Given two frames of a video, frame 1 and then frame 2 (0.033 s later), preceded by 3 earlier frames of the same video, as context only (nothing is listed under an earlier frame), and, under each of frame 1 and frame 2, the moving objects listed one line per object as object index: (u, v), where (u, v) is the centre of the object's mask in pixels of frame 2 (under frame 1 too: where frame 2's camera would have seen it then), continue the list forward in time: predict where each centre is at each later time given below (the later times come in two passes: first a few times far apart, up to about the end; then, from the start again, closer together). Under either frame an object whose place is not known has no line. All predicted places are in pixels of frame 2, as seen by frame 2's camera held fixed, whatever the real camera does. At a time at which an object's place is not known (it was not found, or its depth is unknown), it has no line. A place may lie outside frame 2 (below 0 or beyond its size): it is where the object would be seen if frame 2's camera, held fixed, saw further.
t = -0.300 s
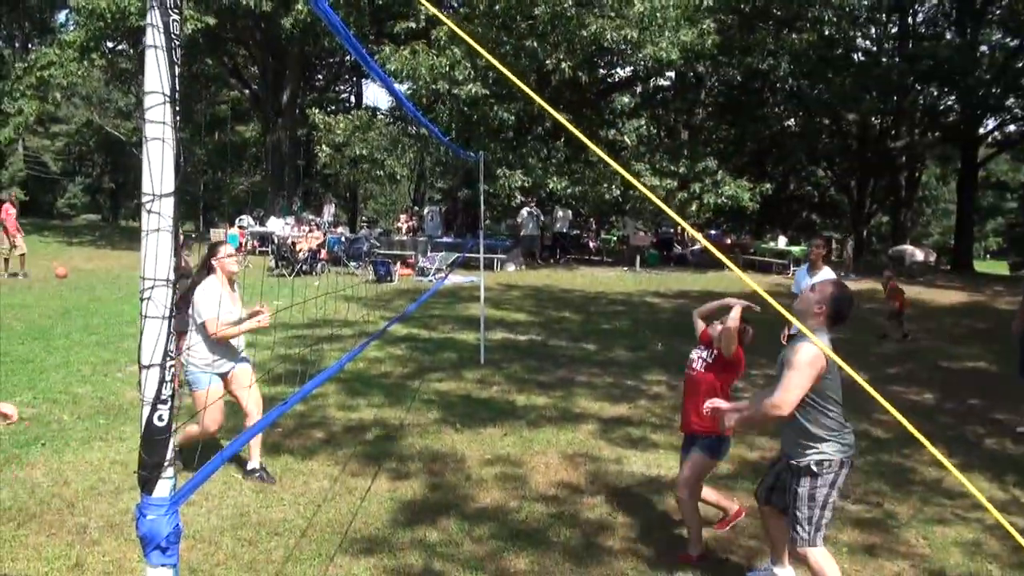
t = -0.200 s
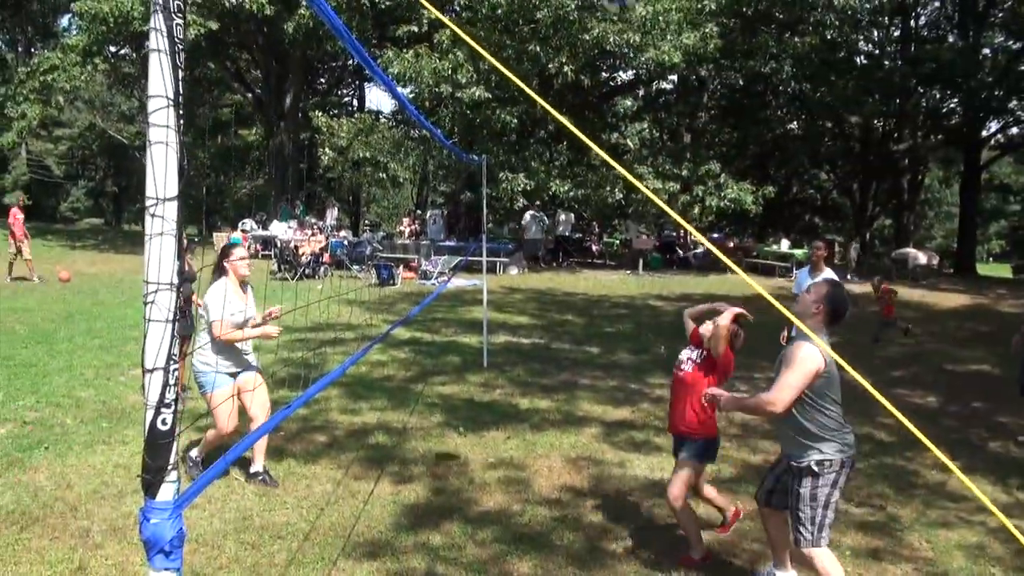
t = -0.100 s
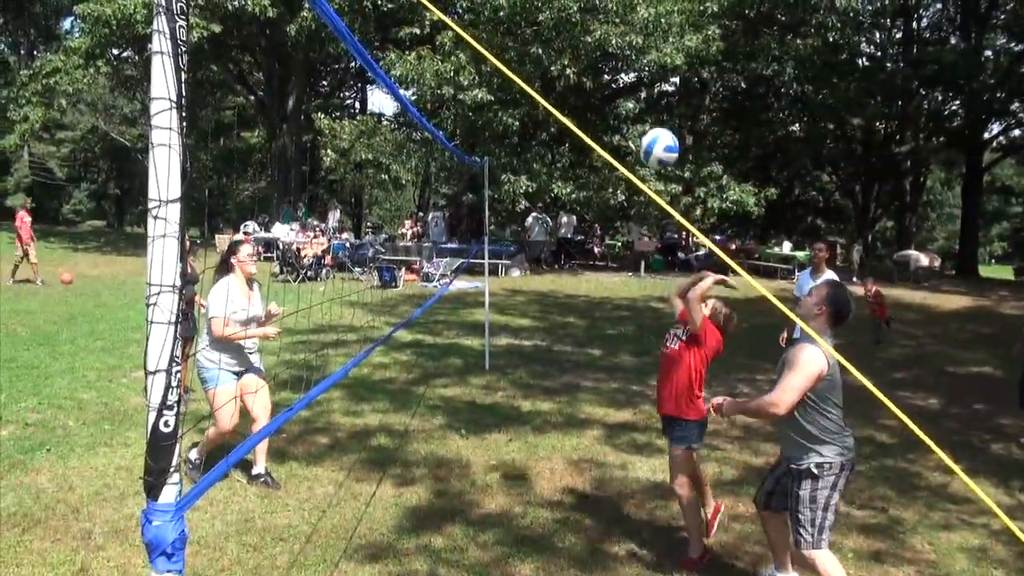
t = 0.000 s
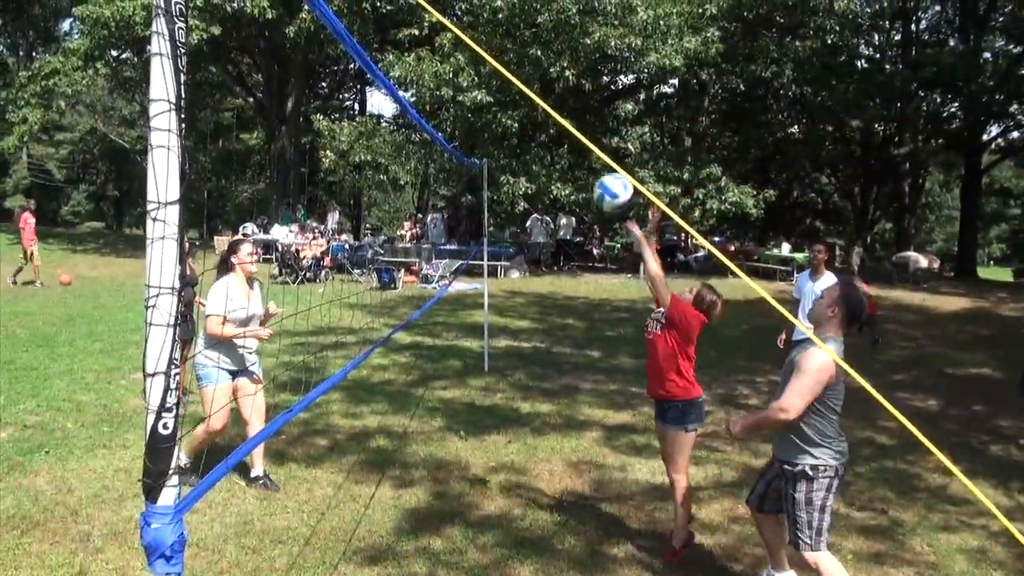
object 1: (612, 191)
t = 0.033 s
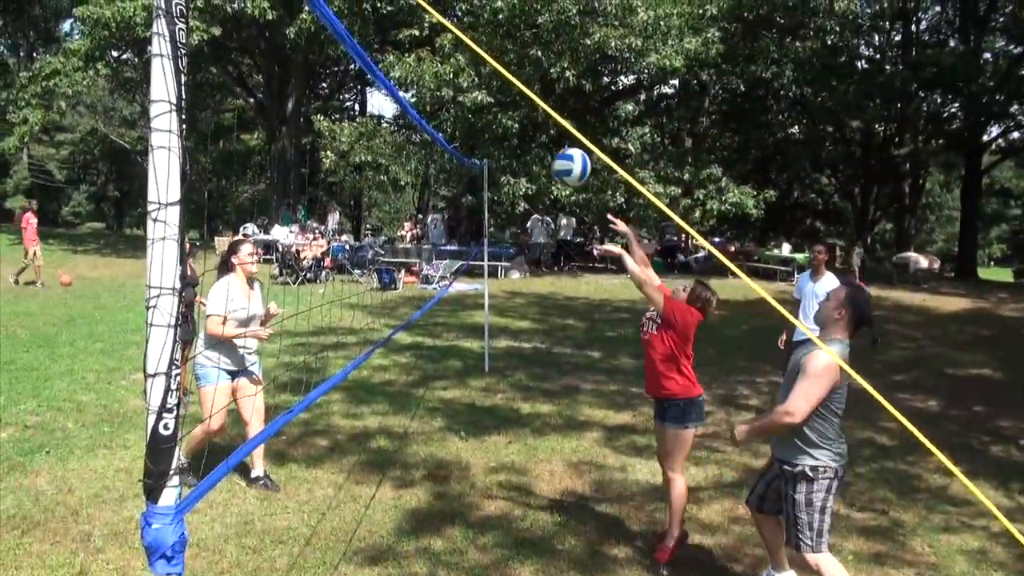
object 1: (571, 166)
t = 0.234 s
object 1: (313, 51)
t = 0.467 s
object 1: (25, 15)
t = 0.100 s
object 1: (487, 121)
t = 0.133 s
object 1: (443, 99)
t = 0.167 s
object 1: (402, 77)
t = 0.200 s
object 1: (351, 69)
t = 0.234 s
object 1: (313, 51)
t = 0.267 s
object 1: (270, 38)
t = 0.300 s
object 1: (227, 29)
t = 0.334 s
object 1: (197, 20)
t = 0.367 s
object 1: (141, 15)
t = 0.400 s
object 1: (105, 13)
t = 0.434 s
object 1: (64, 12)
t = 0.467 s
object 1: (25, 15)
